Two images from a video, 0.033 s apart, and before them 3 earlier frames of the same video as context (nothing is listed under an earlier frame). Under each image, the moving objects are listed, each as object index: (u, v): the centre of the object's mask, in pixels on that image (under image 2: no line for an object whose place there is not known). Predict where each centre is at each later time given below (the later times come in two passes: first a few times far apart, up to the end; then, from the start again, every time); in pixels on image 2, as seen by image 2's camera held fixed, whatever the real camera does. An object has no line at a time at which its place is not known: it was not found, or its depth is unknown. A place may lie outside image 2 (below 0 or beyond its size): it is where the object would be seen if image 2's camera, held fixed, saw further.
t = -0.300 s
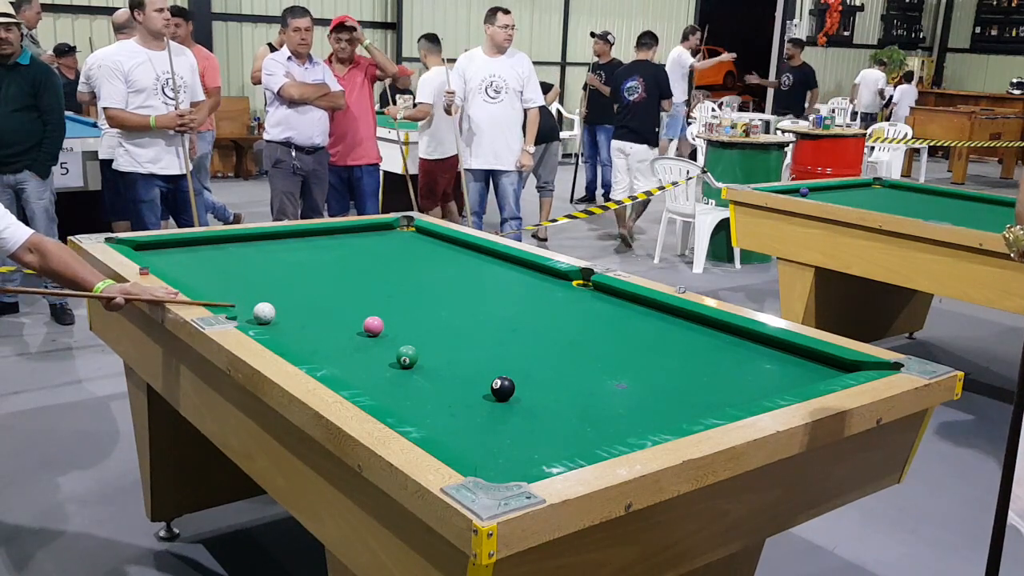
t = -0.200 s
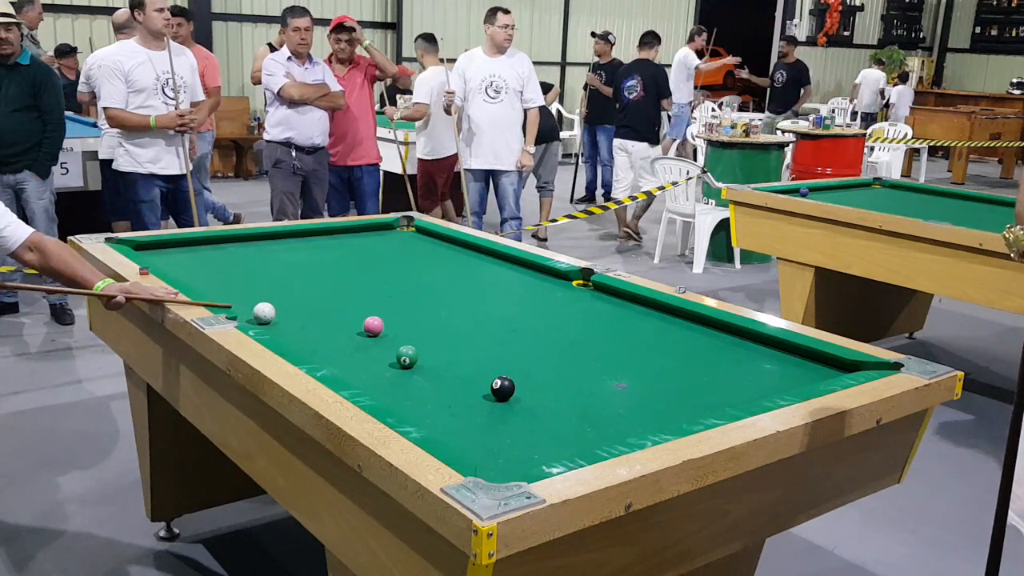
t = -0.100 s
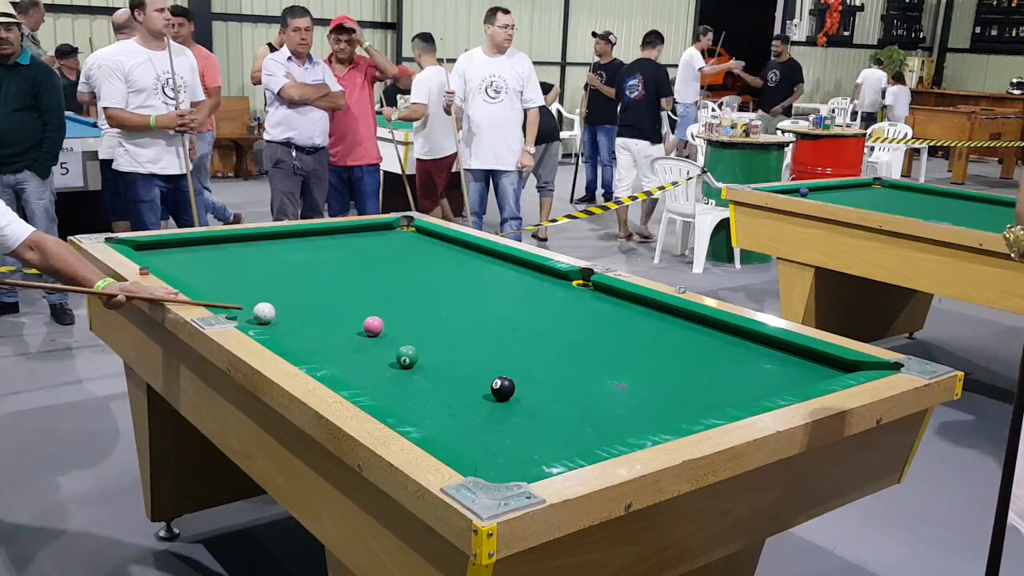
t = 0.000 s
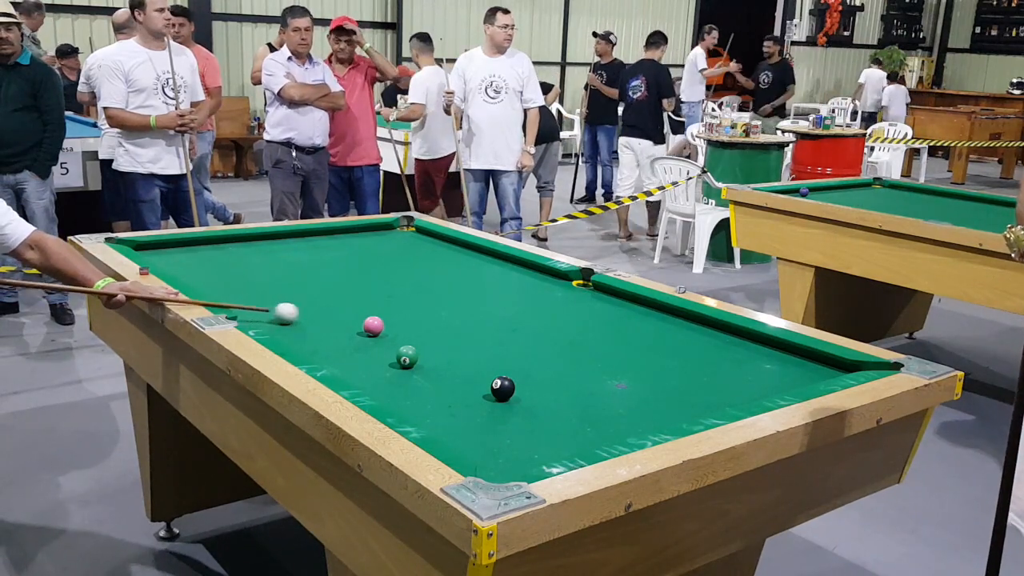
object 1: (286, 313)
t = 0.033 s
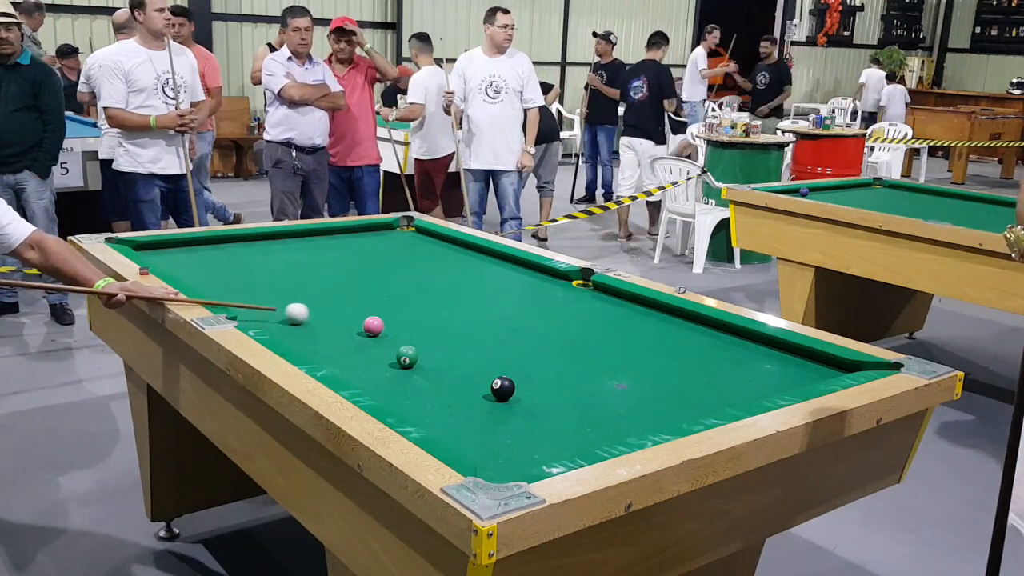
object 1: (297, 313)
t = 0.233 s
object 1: (358, 314)
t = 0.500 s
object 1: (438, 316)
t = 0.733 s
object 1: (505, 318)
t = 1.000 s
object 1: (577, 320)
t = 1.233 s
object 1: (638, 322)
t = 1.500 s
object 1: (704, 324)
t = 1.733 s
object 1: (711, 332)
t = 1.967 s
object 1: (704, 343)
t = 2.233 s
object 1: (696, 355)
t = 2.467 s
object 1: (690, 366)
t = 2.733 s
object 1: (682, 379)
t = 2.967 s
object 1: (675, 390)
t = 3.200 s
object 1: (669, 401)
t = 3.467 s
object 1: (661, 414)
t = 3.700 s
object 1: (654, 421)
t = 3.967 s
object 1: (635, 425)
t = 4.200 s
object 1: (619, 427)
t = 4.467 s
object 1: (603, 429)
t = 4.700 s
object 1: (593, 431)
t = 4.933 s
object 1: (586, 432)
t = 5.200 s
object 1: (581, 433)
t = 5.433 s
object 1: (580, 434)
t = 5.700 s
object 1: (580, 434)
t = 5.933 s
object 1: (580, 434)
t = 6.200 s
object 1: (580, 434)
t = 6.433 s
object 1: (580, 434)
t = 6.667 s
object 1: (580, 434)
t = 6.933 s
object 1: (580, 434)
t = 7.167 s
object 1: (580, 434)
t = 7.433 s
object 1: (580, 434)
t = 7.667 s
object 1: (580, 434)
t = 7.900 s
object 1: (580, 434)
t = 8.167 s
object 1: (580, 434)
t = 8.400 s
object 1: (580, 434)
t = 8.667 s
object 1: (580, 434)
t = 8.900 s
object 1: (580, 434)
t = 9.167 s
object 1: (580, 434)
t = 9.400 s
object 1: (580, 433)
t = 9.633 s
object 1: (580, 434)
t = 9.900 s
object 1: (580, 433)
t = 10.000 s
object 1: (580, 433)
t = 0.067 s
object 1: (307, 314)
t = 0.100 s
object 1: (318, 314)
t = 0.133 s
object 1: (328, 314)
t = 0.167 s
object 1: (338, 314)
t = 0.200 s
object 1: (349, 314)
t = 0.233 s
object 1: (358, 314)
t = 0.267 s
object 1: (369, 313)
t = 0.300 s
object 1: (380, 313)
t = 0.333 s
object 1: (390, 315)
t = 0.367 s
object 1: (399, 316)
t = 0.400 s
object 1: (409, 316)
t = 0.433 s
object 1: (419, 316)
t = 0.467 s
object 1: (429, 316)
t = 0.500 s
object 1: (438, 316)
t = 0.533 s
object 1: (448, 317)
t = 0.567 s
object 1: (458, 317)
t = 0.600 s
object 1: (467, 317)
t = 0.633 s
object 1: (477, 317)
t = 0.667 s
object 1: (486, 318)
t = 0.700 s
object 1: (495, 318)
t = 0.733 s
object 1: (505, 318)
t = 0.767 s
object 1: (514, 318)
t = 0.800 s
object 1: (523, 319)
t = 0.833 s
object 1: (532, 319)
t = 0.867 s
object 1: (541, 319)
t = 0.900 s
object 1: (550, 319)
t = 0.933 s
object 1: (560, 320)
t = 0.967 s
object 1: (568, 320)
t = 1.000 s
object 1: (577, 320)
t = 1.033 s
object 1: (586, 320)
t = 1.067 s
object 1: (595, 321)
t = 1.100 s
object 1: (604, 321)
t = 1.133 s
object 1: (612, 321)
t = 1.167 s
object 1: (621, 322)
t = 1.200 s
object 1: (629, 322)
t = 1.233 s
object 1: (638, 322)
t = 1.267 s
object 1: (646, 322)
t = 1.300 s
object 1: (655, 322)
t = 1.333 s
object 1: (663, 323)
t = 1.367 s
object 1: (671, 323)
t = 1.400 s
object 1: (680, 323)
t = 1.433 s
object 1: (688, 323)
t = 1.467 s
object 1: (696, 324)
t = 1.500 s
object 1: (704, 324)
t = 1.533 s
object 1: (712, 324)
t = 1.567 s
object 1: (715, 325)
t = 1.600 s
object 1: (714, 326)
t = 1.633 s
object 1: (713, 328)
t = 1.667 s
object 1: (712, 329)
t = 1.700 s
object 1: (712, 331)
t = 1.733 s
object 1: (711, 332)
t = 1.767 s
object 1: (710, 334)
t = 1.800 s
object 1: (709, 335)
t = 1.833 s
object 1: (708, 337)
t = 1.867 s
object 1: (707, 338)
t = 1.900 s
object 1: (706, 340)
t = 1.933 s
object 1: (705, 341)
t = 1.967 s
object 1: (704, 343)
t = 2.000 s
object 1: (703, 344)
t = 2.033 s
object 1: (702, 346)
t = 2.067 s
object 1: (701, 347)
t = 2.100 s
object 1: (700, 349)
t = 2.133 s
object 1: (699, 350)
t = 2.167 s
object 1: (698, 352)
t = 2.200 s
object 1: (697, 353)
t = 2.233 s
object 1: (696, 355)
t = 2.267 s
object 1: (696, 357)
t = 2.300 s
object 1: (695, 358)
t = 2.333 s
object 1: (694, 359)
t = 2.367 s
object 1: (693, 361)
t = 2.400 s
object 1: (692, 363)
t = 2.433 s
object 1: (691, 364)
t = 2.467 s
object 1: (690, 366)
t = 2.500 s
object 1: (689, 367)
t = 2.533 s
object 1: (688, 369)
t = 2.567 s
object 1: (687, 371)
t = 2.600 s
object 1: (686, 372)
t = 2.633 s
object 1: (685, 374)
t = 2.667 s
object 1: (684, 375)
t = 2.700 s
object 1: (683, 377)
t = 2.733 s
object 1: (682, 379)
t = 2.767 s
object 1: (681, 380)
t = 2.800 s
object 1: (680, 382)
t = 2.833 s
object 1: (679, 383)
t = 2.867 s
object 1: (678, 385)
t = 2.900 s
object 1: (677, 387)
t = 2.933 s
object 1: (676, 388)
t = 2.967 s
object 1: (675, 390)
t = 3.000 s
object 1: (674, 391)
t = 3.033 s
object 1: (673, 393)
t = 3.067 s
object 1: (672, 395)
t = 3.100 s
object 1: (672, 396)
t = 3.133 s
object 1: (671, 398)
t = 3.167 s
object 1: (670, 400)
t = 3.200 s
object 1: (669, 401)
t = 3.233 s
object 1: (668, 403)
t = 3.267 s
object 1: (667, 404)
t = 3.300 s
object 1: (666, 406)
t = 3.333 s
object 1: (665, 408)
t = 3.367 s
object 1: (664, 409)
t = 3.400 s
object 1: (663, 411)
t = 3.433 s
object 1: (662, 412)
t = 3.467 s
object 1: (661, 414)
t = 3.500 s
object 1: (660, 415)
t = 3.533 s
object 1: (659, 416)
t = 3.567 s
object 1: (658, 417)
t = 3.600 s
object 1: (657, 418)
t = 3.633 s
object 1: (656, 419)
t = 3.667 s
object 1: (655, 420)
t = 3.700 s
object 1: (654, 421)
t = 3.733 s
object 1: (653, 423)
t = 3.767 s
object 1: (651, 423)
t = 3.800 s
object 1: (648, 423)
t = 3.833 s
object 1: (645, 424)
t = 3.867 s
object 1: (642, 424)
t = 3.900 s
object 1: (640, 424)
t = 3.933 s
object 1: (637, 424)
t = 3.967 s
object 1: (635, 425)
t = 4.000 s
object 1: (632, 425)
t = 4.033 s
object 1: (630, 425)
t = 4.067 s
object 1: (628, 425)
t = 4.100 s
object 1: (625, 426)
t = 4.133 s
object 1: (623, 426)
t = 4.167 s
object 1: (621, 426)
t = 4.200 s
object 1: (619, 427)
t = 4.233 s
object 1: (616, 427)
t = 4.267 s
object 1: (614, 427)
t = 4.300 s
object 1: (612, 428)
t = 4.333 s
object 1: (611, 428)
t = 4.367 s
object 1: (609, 428)
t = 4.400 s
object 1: (607, 428)
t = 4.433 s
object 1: (605, 429)
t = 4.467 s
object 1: (603, 429)
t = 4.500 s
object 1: (602, 429)
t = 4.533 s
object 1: (600, 429)
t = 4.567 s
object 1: (599, 430)
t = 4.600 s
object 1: (597, 430)
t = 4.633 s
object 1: (596, 430)
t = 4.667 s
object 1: (595, 430)
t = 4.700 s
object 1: (593, 431)
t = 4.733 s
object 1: (592, 431)
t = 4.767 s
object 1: (591, 431)
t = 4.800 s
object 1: (590, 431)
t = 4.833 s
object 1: (589, 432)
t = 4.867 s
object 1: (588, 432)
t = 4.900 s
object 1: (587, 432)
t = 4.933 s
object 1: (586, 432)
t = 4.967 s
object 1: (586, 432)
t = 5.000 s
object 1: (585, 432)
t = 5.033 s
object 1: (584, 432)
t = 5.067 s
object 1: (584, 433)
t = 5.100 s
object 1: (583, 433)
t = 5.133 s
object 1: (583, 433)
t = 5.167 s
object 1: (582, 433)
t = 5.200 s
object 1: (581, 433)
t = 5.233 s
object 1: (581, 433)
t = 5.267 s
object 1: (581, 433)
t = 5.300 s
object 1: (580, 434)
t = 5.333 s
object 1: (580, 434)
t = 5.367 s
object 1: (580, 434)
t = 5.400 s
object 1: (580, 434)
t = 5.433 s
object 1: (580, 434)
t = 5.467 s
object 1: (580, 434)
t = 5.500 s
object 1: (580, 434)
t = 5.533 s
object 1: (580, 434)
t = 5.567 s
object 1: (580, 434)
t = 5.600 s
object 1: (580, 434)
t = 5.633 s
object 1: (580, 434)
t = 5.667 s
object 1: (580, 434)
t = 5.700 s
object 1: (580, 434)
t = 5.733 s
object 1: (580, 434)
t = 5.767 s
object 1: (580, 434)
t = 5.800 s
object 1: (580, 434)
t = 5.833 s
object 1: (580, 434)
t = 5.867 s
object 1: (580, 434)
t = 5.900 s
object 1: (580, 434)
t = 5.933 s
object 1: (580, 434)
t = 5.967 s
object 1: (580, 434)
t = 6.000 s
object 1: (580, 434)
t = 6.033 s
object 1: (580, 434)
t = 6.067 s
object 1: (580, 434)
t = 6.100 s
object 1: (580, 434)
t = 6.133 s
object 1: (580, 434)
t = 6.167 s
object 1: (580, 434)
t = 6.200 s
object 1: (580, 434)
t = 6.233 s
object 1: (580, 434)
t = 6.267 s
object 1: (580, 434)
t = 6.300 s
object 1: (580, 434)
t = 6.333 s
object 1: (580, 434)
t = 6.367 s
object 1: (580, 434)
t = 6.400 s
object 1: (580, 434)
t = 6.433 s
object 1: (580, 434)
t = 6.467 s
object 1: (580, 434)
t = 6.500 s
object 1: (580, 434)
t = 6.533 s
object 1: (580, 434)
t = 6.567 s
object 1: (580, 434)
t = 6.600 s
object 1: (580, 434)
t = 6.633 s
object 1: (580, 434)
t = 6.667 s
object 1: (580, 434)
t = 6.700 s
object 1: (580, 434)
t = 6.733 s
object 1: (580, 434)
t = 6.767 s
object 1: (580, 434)
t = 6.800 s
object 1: (580, 434)
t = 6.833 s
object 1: (580, 434)
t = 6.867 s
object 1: (580, 434)
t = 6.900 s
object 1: (580, 434)
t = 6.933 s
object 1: (580, 434)
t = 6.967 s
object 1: (580, 434)
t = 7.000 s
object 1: (580, 434)
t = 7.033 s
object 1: (580, 434)
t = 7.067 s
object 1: (580, 434)
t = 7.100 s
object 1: (580, 434)
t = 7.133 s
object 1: (580, 434)
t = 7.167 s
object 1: (580, 434)
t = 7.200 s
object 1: (580, 434)
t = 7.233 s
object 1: (580, 434)
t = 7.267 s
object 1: (580, 434)
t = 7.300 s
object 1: (580, 434)
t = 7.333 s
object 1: (580, 434)
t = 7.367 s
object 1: (580, 434)
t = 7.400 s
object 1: (580, 434)
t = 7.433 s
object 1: (580, 434)
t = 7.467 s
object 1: (580, 434)
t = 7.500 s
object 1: (580, 434)
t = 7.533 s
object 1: (580, 434)
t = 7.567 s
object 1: (580, 434)
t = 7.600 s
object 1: (580, 434)
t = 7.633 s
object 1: (580, 434)
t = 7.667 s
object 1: (580, 434)
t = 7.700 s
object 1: (580, 434)
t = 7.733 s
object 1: (580, 434)
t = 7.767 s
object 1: (580, 434)
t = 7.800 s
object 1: (580, 434)
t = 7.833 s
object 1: (580, 434)
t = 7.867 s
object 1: (580, 434)
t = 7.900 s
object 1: (580, 434)
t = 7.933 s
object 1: (580, 434)
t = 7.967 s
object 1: (580, 434)
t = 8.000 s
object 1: (580, 434)
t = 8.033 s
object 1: (580, 434)
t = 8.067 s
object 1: (580, 434)
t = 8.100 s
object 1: (580, 434)
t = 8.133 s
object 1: (580, 434)
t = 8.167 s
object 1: (580, 434)
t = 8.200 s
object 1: (580, 434)
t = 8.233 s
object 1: (580, 434)
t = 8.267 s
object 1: (580, 434)
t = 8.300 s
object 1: (580, 434)
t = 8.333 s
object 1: (580, 434)
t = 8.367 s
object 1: (580, 434)
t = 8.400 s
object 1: (580, 434)
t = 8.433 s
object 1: (580, 434)
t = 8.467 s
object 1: (580, 434)
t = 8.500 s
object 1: (580, 434)
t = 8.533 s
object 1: (580, 434)
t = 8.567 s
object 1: (580, 434)
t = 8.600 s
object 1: (580, 434)
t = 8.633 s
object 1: (580, 434)
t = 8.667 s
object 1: (580, 434)
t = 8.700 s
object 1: (580, 434)
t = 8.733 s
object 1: (580, 434)
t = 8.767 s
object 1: (580, 434)
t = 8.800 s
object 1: (580, 434)
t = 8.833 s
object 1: (580, 434)
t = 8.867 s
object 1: (580, 434)
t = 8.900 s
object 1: (580, 434)
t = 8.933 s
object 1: (580, 434)
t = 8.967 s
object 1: (580, 434)
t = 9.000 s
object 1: (580, 434)
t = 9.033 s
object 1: (580, 434)
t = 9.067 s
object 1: (580, 434)
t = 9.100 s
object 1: (580, 434)
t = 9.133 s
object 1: (580, 434)
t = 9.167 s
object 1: (580, 434)
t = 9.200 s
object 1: (580, 433)
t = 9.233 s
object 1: (580, 433)
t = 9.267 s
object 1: (580, 433)
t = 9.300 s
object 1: (580, 433)
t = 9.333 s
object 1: (580, 433)
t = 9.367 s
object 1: (580, 433)
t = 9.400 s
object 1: (580, 433)
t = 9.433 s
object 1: (580, 433)
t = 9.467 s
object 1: (580, 433)
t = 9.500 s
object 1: (580, 433)
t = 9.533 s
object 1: (580, 434)
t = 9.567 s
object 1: (580, 433)
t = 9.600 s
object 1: (580, 433)
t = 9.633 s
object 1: (580, 434)
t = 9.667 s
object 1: (580, 433)
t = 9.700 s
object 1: (580, 434)
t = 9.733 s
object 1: (580, 433)
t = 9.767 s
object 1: (580, 433)
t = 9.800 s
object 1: (580, 433)
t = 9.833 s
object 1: (580, 433)
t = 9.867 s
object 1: (580, 433)
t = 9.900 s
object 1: (580, 433)
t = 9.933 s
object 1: (580, 433)
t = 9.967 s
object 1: (580, 433)
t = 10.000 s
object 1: (580, 433)
